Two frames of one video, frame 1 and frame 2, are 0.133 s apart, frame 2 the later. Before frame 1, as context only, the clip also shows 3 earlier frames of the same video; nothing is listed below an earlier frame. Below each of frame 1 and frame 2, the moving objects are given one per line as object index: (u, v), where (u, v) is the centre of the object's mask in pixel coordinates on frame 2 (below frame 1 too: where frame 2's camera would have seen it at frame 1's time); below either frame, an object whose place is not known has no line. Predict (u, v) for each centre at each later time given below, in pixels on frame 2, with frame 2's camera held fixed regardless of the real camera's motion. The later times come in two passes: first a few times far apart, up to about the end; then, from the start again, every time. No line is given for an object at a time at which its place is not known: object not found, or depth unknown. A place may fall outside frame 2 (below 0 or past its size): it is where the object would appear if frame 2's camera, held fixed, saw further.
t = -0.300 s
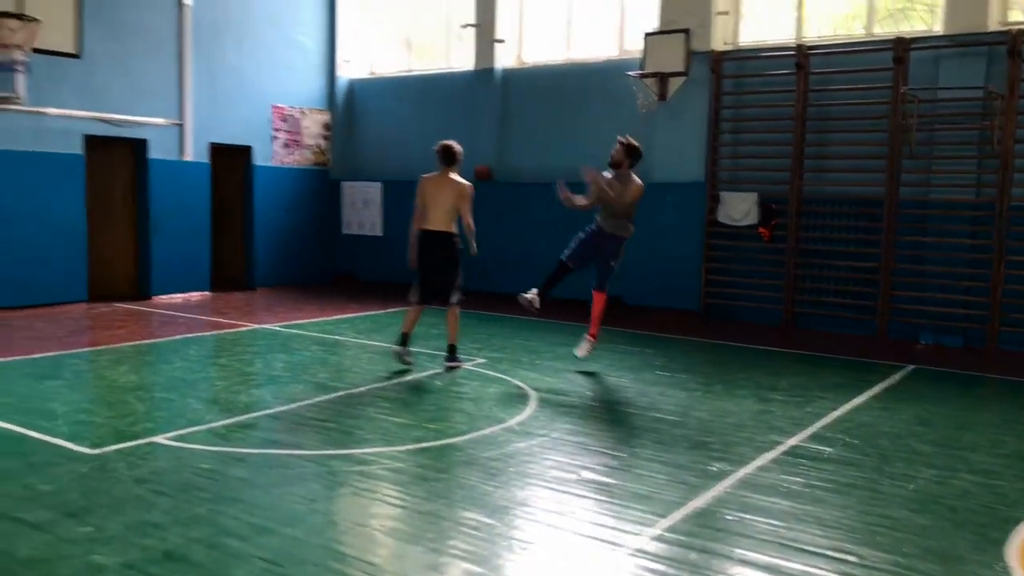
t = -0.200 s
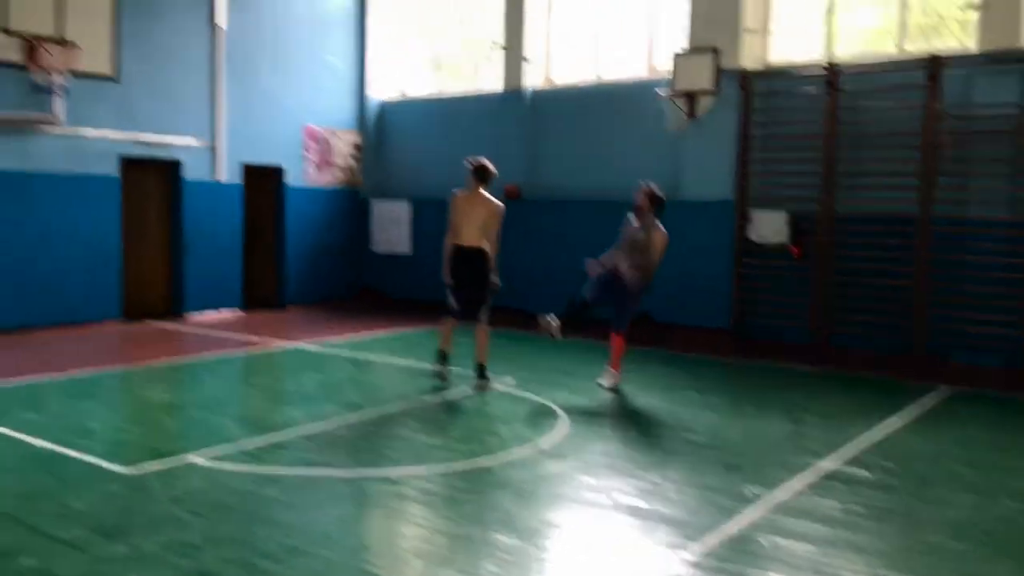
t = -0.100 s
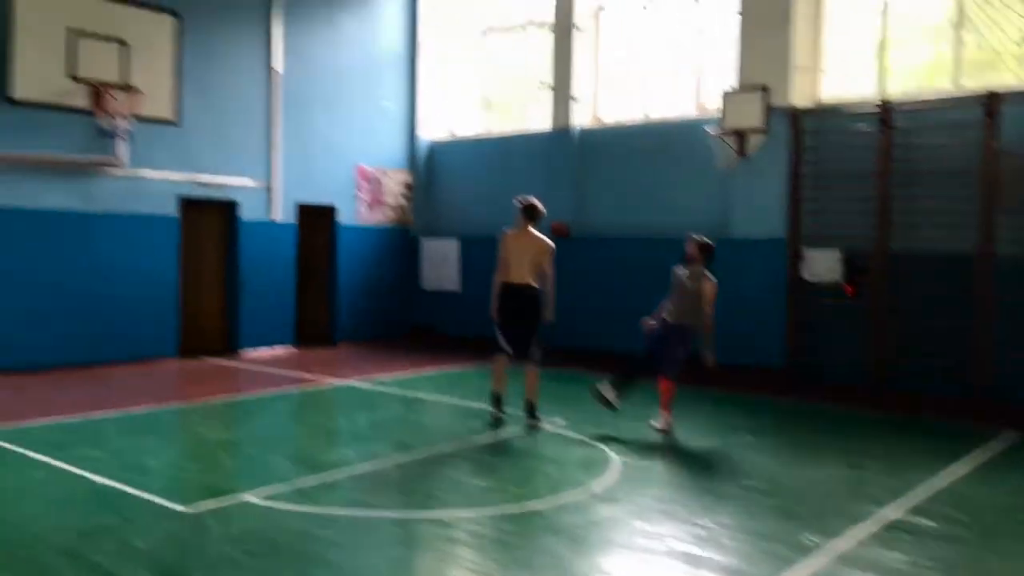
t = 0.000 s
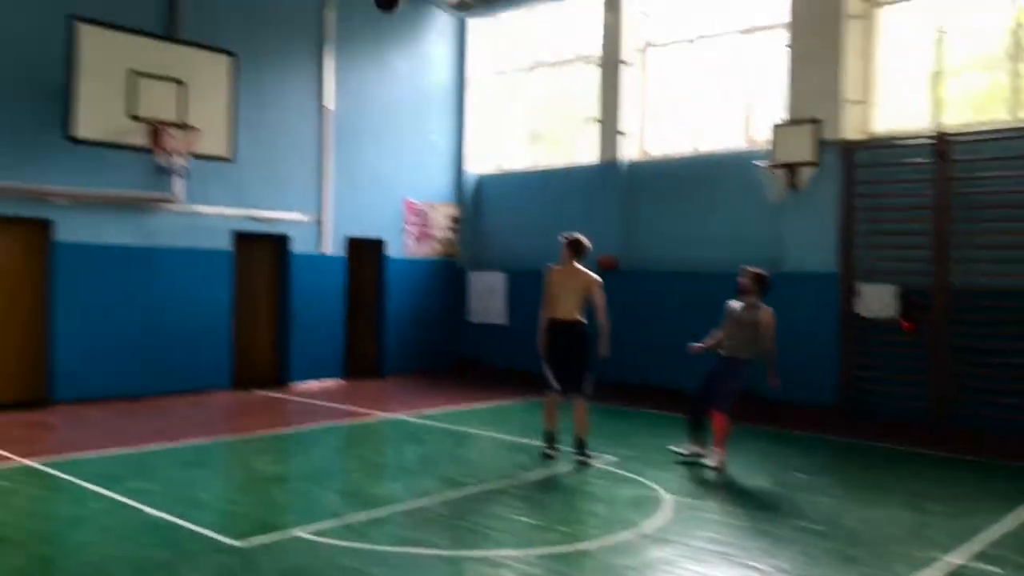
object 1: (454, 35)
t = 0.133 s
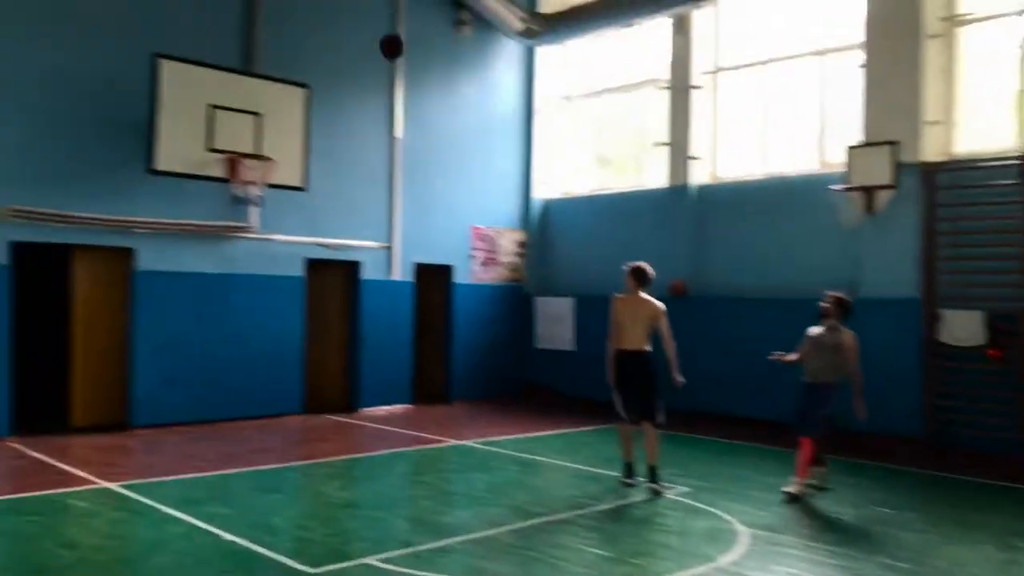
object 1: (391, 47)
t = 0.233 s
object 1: (347, 71)
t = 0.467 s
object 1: (257, 142)
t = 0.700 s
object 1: (235, 100)
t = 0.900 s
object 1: (215, 106)
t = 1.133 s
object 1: (195, 155)
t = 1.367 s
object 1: (185, 244)
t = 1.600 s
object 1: (172, 386)
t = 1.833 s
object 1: (157, 357)
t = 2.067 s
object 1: (141, 278)
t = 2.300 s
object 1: (117, 250)
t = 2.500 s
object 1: (97, 271)
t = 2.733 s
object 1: (71, 348)
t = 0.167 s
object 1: (376, 54)
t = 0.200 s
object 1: (361, 62)
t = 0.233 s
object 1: (347, 71)
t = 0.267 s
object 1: (332, 80)
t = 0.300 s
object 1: (318, 91)
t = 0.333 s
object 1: (304, 104)
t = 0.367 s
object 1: (290, 115)
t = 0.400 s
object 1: (276, 129)
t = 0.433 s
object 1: (262, 143)
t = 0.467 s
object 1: (257, 142)
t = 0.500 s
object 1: (254, 132)
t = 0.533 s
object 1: (250, 124)
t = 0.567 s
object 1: (248, 118)
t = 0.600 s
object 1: (244, 112)
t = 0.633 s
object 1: (241, 107)
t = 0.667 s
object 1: (238, 103)
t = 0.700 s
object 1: (235, 100)
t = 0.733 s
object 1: (231, 99)
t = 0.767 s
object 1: (228, 98)
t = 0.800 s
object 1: (225, 99)
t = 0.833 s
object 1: (222, 100)
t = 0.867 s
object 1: (218, 103)
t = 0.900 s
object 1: (215, 106)
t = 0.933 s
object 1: (212, 111)
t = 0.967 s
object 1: (208, 117)
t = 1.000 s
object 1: (204, 123)
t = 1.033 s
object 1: (201, 131)
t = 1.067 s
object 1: (198, 139)
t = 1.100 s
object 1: (197, 146)
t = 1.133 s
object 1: (195, 155)
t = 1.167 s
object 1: (194, 164)
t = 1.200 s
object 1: (192, 175)
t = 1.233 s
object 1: (191, 187)
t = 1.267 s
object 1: (190, 199)
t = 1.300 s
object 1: (188, 212)
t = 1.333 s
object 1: (186, 228)
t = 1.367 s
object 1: (185, 244)
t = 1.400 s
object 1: (183, 260)
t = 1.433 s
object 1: (182, 280)
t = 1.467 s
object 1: (181, 299)
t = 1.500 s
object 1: (179, 319)
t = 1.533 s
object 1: (176, 340)
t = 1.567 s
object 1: (175, 363)
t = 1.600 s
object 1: (172, 386)
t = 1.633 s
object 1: (171, 411)
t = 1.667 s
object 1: (166, 438)
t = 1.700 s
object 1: (165, 425)
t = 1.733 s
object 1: (163, 405)
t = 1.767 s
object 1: (162, 388)
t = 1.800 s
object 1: (158, 372)
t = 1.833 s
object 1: (157, 357)
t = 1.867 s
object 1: (154, 342)
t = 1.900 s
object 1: (152, 329)
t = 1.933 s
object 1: (148, 316)
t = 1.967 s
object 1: (147, 305)
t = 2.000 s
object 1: (144, 294)
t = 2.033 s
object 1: (143, 285)
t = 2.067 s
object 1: (141, 278)
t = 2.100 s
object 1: (140, 270)
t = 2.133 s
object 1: (138, 263)
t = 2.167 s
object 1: (136, 259)
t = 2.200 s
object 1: (129, 252)
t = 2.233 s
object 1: (124, 251)
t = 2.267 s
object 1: (120, 251)
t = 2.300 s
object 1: (117, 250)
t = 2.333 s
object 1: (114, 250)
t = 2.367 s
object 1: (110, 251)
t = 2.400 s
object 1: (107, 254)
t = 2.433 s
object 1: (104, 259)
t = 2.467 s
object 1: (100, 264)
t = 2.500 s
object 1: (97, 271)
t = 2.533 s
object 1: (93, 277)
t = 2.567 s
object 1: (89, 287)
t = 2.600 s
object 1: (86, 296)
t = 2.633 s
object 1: (82, 307)
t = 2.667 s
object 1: (79, 320)
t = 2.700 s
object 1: (75, 333)
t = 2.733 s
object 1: (71, 348)
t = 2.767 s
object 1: (69, 363)
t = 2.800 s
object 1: (65, 380)
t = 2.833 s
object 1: (62, 398)
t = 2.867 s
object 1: (61, 417)
